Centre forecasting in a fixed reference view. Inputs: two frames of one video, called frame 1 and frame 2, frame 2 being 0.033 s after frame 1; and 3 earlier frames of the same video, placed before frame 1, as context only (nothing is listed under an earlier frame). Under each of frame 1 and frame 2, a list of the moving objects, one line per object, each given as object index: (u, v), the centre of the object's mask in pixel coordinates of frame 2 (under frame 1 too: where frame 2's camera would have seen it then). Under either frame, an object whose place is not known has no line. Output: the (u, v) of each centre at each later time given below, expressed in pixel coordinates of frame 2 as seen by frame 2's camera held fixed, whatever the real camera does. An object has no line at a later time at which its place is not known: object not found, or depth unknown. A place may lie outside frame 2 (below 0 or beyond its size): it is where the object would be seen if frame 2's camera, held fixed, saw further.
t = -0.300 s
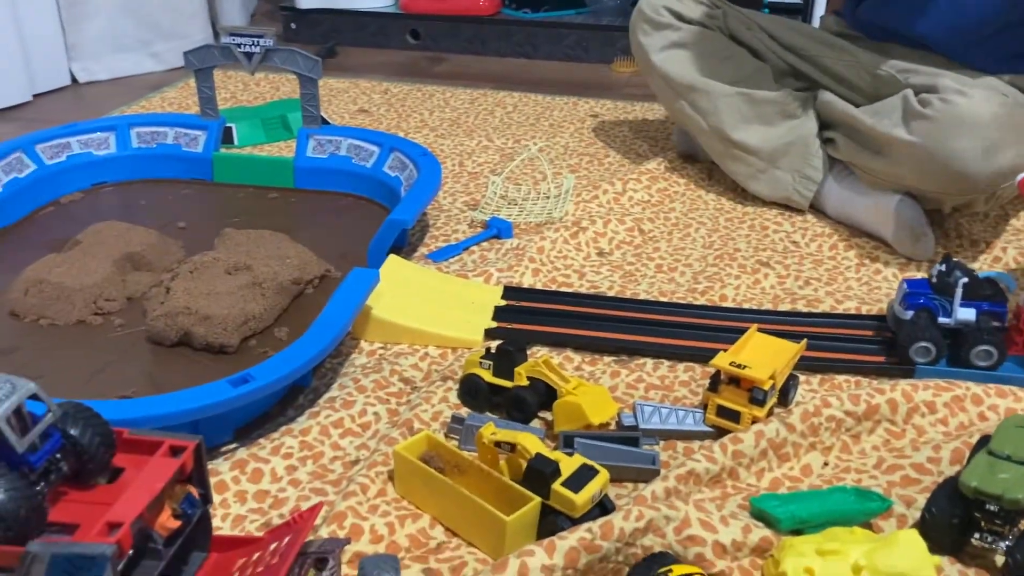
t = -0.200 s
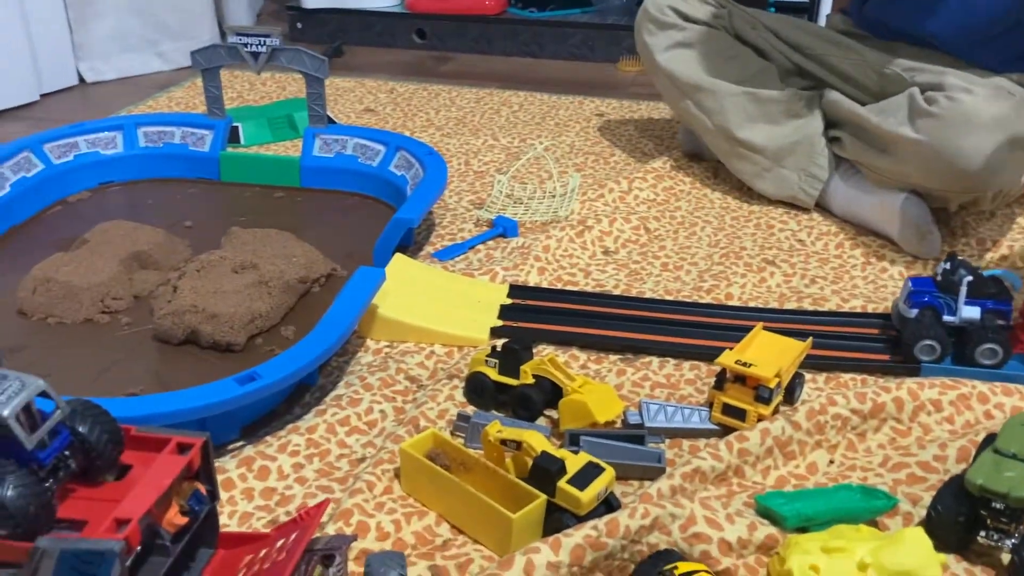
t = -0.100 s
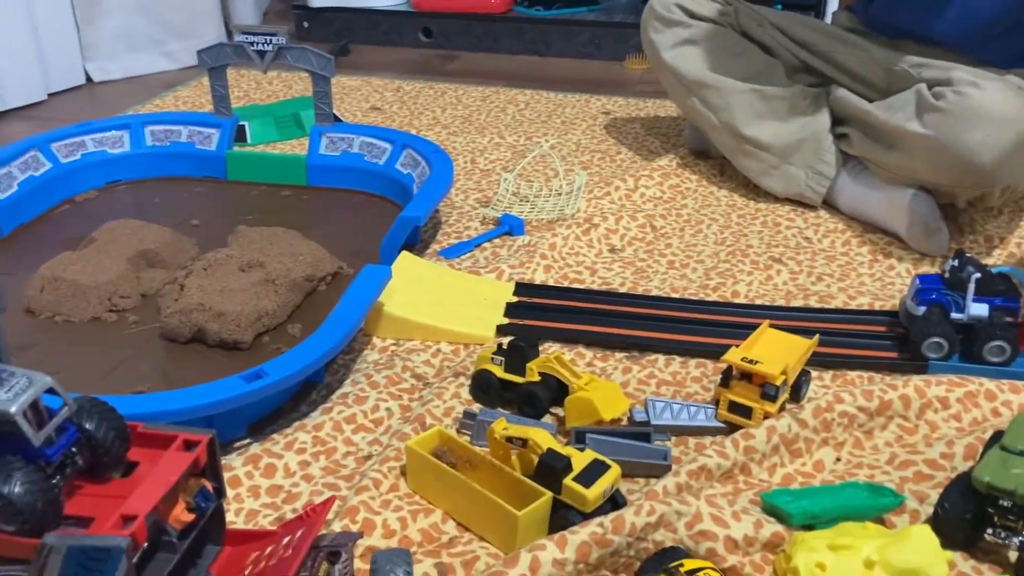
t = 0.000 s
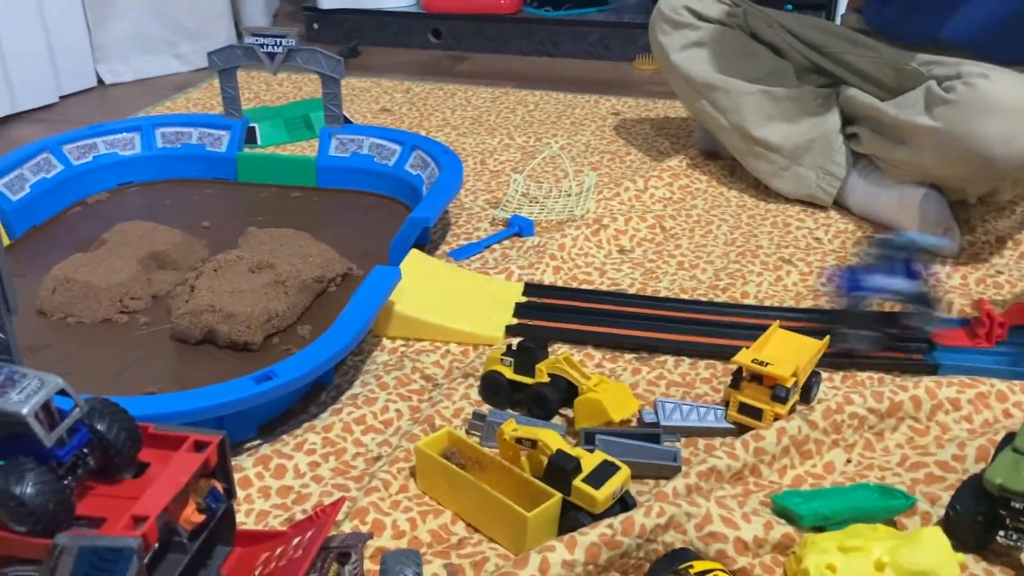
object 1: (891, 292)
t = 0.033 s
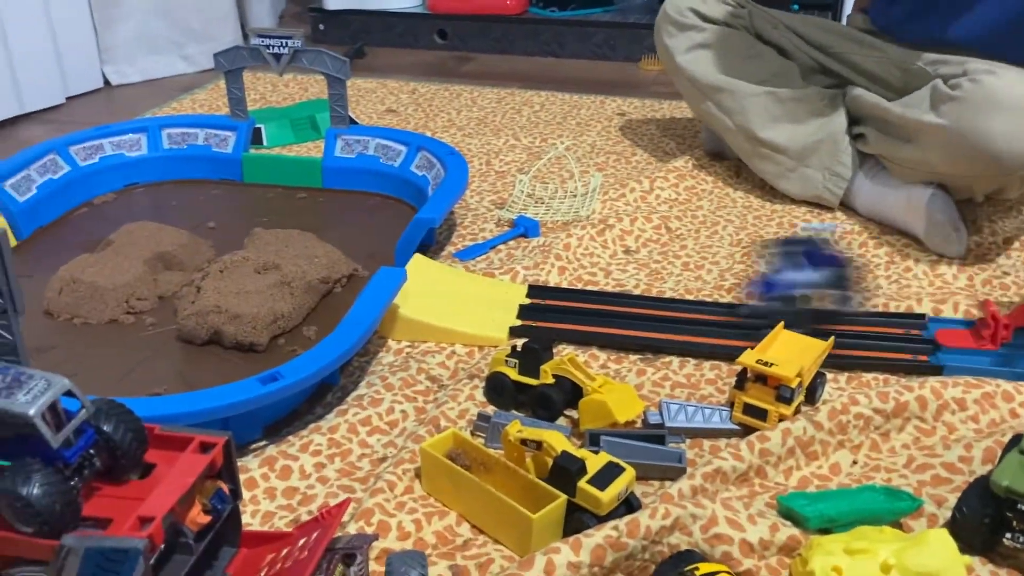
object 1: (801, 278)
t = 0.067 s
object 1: (716, 284)
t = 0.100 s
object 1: (646, 273)
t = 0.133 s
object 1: (577, 266)
